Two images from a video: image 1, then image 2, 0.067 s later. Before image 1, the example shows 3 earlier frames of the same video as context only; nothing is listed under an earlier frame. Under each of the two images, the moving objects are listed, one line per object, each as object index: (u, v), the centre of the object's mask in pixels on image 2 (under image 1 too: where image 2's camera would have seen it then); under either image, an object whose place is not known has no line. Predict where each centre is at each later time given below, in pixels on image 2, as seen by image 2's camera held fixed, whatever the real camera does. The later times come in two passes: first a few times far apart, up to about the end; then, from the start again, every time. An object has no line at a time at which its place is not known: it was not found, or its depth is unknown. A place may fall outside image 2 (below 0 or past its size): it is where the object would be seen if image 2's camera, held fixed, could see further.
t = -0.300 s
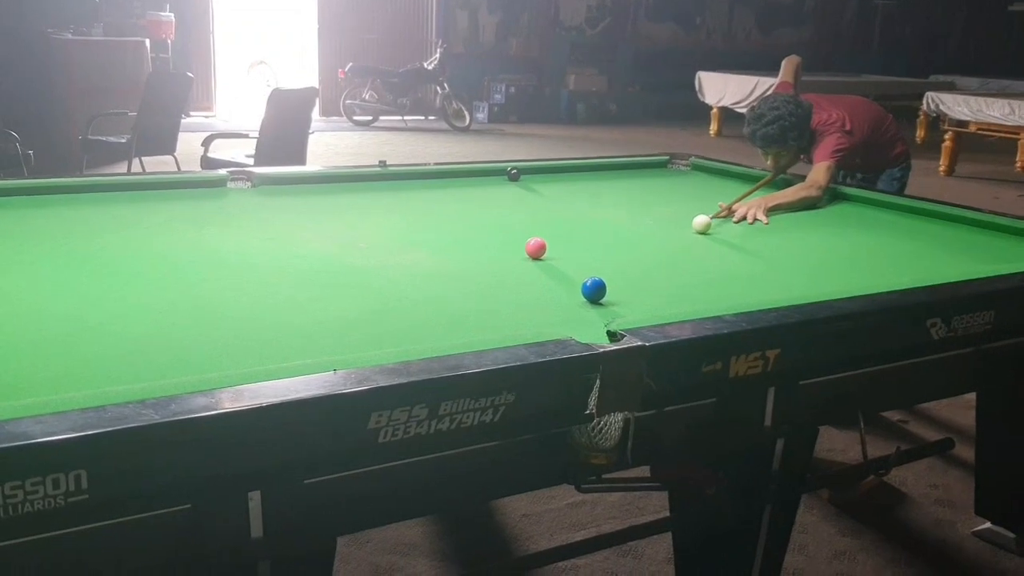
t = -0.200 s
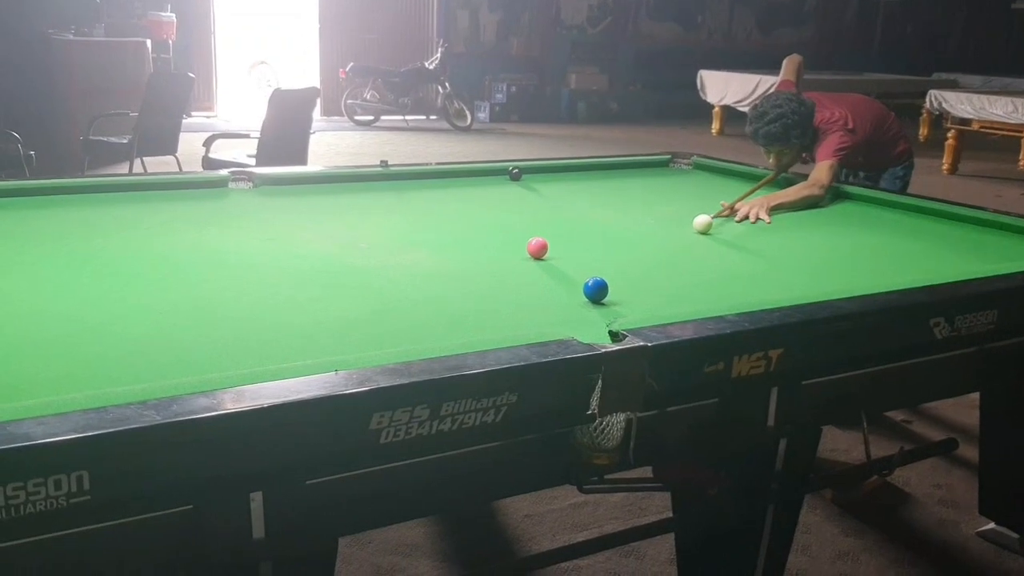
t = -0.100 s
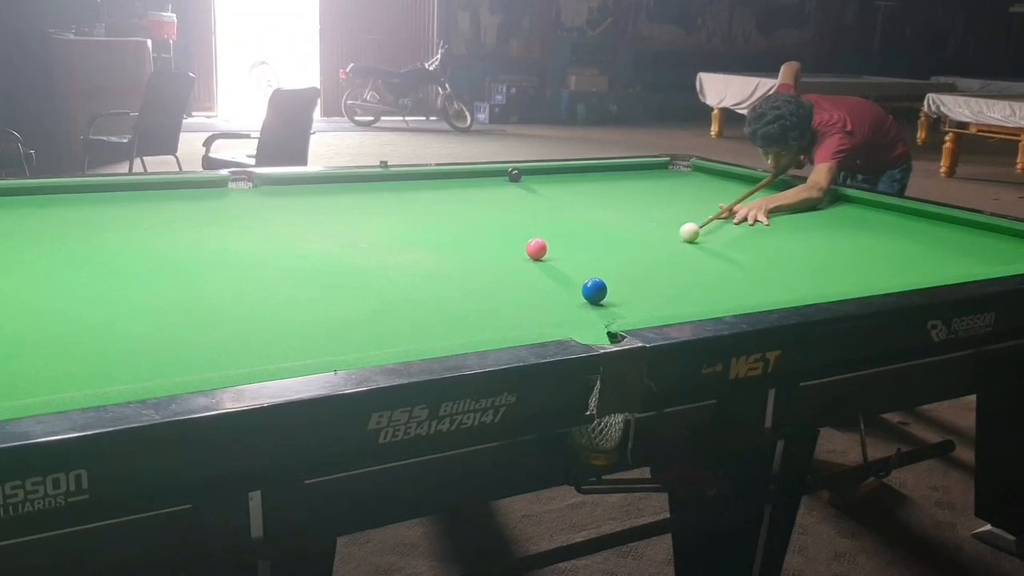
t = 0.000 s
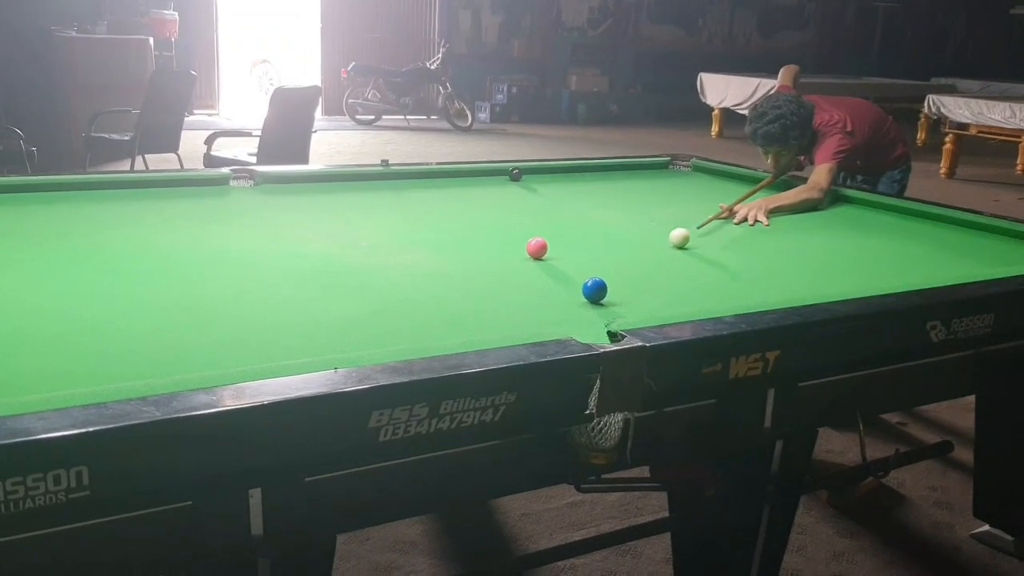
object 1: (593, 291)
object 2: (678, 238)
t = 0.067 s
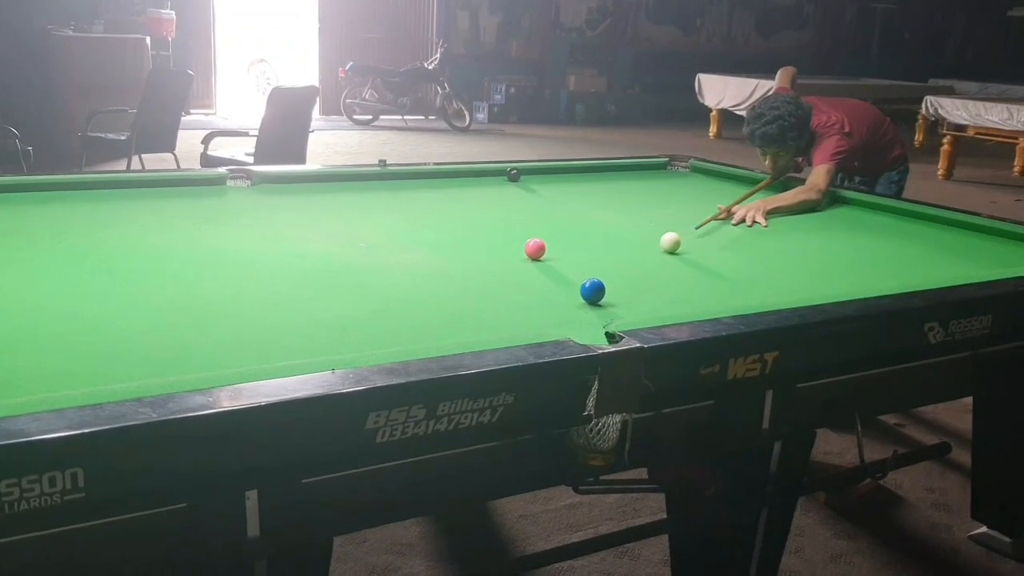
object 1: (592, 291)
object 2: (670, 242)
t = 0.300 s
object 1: (592, 291)
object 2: (644, 256)
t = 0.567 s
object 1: (592, 291)
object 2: (611, 274)
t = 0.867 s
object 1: (594, 302)
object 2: (566, 286)
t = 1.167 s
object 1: (594, 319)
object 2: (522, 289)
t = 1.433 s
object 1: (582, 329)
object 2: (487, 292)
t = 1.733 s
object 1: (557, 327)
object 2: (450, 294)
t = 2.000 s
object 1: (536, 326)
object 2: (421, 297)
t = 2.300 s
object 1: (516, 326)
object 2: (393, 299)
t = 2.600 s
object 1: (504, 326)
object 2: (370, 301)
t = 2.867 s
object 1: (499, 326)
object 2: (355, 303)
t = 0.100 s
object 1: (592, 291)
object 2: (667, 244)
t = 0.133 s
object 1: (592, 291)
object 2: (663, 246)
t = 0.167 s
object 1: (592, 291)
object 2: (659, 248)
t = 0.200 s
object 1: (592, 291)
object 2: (656, 250)
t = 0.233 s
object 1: (592, 291)
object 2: (652, 252)
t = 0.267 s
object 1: (592, 291)
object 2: (648, 254)
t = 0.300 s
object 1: (592, 291)
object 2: (644, 256)
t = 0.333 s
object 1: (592, 291)
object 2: (640, 258)
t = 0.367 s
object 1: (592, 291)
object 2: (636, 261)
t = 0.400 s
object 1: (592, 291)
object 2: (632, 263)
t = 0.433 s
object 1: (592, 291)
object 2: (628, 265)
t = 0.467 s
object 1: (592, 291)
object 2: (624, 267)
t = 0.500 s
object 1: (592, 291)
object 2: (619, 270)
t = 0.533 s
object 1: (592, 291)
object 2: (615, 272)
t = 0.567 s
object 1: (592, 291)
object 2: (611, 274)
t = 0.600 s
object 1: (592, 291)
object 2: (607, 276)
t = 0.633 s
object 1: (592, 291)
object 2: (602, 276)
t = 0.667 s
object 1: (592, 291)
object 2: (598, 276)
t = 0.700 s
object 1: (593, 291)
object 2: (590, 277)
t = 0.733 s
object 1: (593, 293)
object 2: (583, 280)
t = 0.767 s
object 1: (593, 295)
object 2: (579, 282)
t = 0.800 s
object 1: (593, 298)
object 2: (575, 284)
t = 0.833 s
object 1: (593, 300)
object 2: (571, 285)
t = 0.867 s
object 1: (594, 302)
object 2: (566, 286)
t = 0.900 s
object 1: (594, 304)
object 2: (561, 286)
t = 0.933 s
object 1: (594, 305)
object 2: (556, 286)
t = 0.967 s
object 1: (594, 307)
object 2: (551, 287)
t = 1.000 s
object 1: (594, 309)
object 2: (546, 287)
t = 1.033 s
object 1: (594, 311)
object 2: (542, 287)
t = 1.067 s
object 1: (594, 313)
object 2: (537, 288)
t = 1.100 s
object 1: (594, 315)
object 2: (532, 288)
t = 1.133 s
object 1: (594, 317)
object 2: (527, 289)
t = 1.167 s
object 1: (594, 319)
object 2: (522, 289)
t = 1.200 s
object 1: (594, 321)
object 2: (518, 289)
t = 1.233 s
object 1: (594, 323)
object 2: (513, 290)
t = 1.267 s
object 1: (594, 325)
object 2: (509, 290)
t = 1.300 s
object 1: (593, 327)
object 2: (504, 290)
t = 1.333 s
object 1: (591, 328)
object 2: (500, 291)
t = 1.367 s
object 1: (589, 328)
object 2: (496, 291)
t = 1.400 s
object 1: (586, 329)
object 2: (491, 291)
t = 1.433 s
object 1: (582, 329)
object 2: (487, 292)
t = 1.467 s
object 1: (580, 329)
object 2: (483, 292)
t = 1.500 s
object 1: (577, 329)
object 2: (478, 292)
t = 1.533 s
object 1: (574, 328)
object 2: (474, 292)
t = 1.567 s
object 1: (571, 328)
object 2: (470, 293)
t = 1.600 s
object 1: (568, 328)
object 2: (466, 293)
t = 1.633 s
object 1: (566, 328)
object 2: (462, 293)
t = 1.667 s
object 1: (563, 327)
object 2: (458, 294)
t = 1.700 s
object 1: (560, 327)
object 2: (454, 294)
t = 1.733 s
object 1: (557, 327)
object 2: (450, 294)
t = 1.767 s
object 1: (554, 327)
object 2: (446, 295)
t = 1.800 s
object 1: (551, 326)
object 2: (442, 295)
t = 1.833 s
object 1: (549, 326)
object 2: (439, 295)
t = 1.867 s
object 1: (546, 326)
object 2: (435, 295)
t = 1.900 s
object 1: (543, 327)
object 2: (431, 296)
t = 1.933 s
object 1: (541, 327)
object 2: (428, 296)
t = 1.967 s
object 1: (538, 327)
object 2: (424, 297)
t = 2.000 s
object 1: (536, 326)
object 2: (421, 297)
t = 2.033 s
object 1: (533, 326)
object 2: (418, 297)
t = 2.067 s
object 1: (531, 326)
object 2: (414, 297)
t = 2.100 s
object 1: (528, 326)
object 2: (411, 297)
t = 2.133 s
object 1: (526, 326)
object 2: (407, 298)
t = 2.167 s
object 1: (524, 326)
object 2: (404, 298)
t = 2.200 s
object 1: (522, 326)
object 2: (401, 298)
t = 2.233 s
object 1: (520, 326)
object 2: (398, 299)
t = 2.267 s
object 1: (518, 326)
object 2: (395, 299)
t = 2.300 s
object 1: (516, 326)
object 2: (393, 299)
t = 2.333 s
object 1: (514, 326)
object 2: (390, 299)
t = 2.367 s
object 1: (513, 326)
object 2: (387, 300)
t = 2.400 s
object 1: (511, 326)
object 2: (384, 300)
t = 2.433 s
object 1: (510, 326)
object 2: (382, 300)
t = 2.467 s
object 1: (509, 326)
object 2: (379, 300)
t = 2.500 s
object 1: (508, 326)
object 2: (377, 301)
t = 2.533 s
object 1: (506, 326)
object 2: (374, 301)
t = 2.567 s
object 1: (505, 326)
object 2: (372, 301)
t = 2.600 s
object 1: (504, 326)
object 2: (370, 301)
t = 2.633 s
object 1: (504, 326)
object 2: (368, 302)
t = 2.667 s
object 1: (503, 326)
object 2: (366, 302)
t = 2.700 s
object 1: (501, 326)
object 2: (363, 302)
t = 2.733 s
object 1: (501, 326)
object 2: (362, 302)
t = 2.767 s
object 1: (500, 326)
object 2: (360, 303)
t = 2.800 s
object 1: (500, 326)
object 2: (358, 303)
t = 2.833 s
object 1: (499, 326)
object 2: (356, 303)
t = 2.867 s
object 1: (499, 326)
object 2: (355, 303)
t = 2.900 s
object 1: (499, 325)
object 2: (353, 303)
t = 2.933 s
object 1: (498, 325)
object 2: (351, 303)
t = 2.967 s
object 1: (498, 325)
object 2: (350, 303)
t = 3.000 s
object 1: (498, 325)
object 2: (348, 303)
